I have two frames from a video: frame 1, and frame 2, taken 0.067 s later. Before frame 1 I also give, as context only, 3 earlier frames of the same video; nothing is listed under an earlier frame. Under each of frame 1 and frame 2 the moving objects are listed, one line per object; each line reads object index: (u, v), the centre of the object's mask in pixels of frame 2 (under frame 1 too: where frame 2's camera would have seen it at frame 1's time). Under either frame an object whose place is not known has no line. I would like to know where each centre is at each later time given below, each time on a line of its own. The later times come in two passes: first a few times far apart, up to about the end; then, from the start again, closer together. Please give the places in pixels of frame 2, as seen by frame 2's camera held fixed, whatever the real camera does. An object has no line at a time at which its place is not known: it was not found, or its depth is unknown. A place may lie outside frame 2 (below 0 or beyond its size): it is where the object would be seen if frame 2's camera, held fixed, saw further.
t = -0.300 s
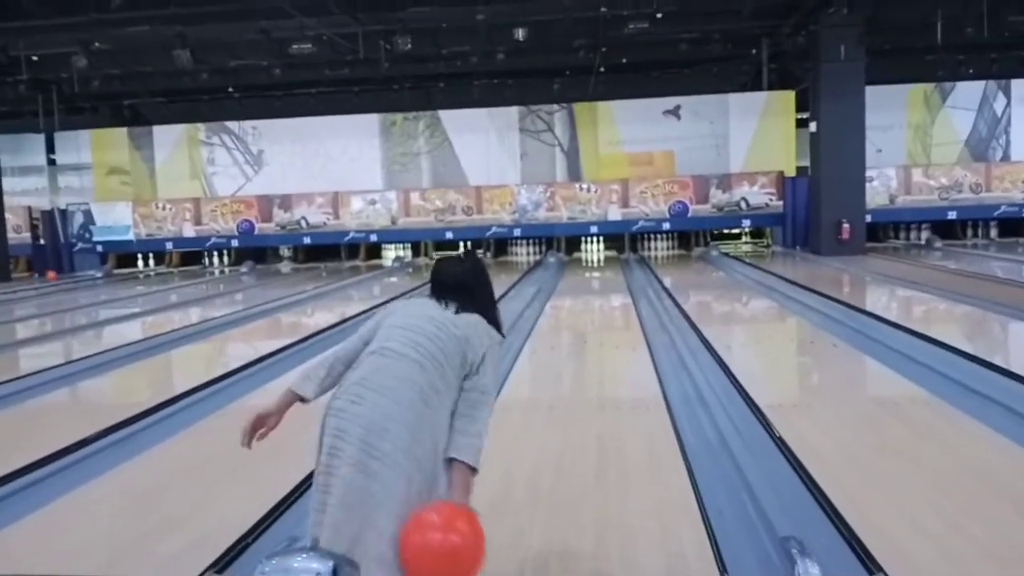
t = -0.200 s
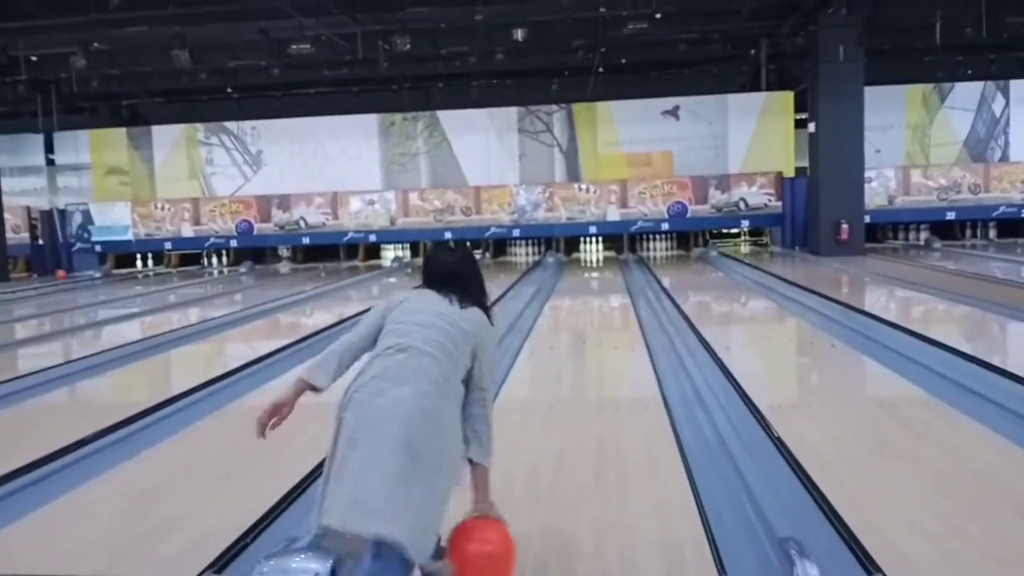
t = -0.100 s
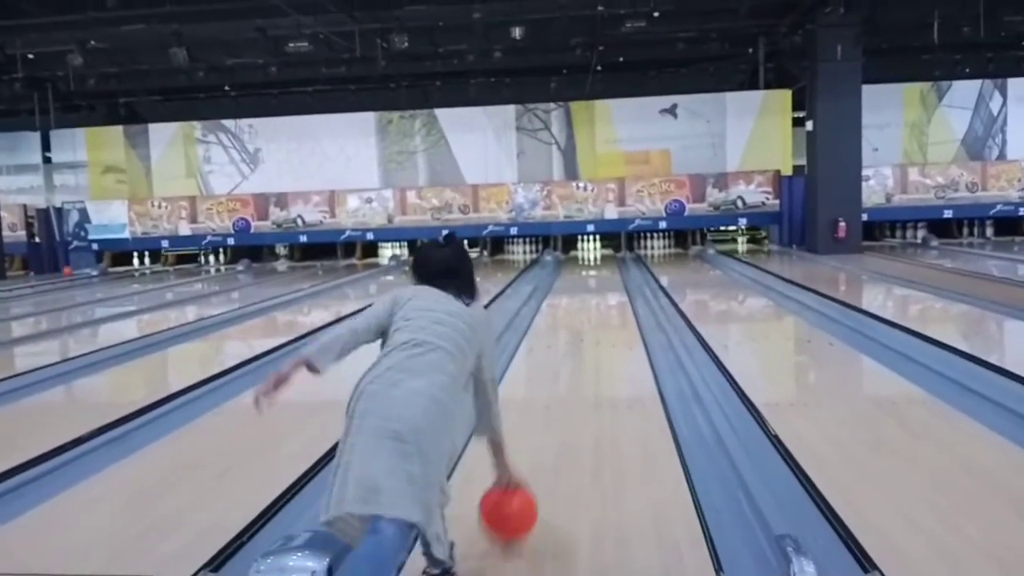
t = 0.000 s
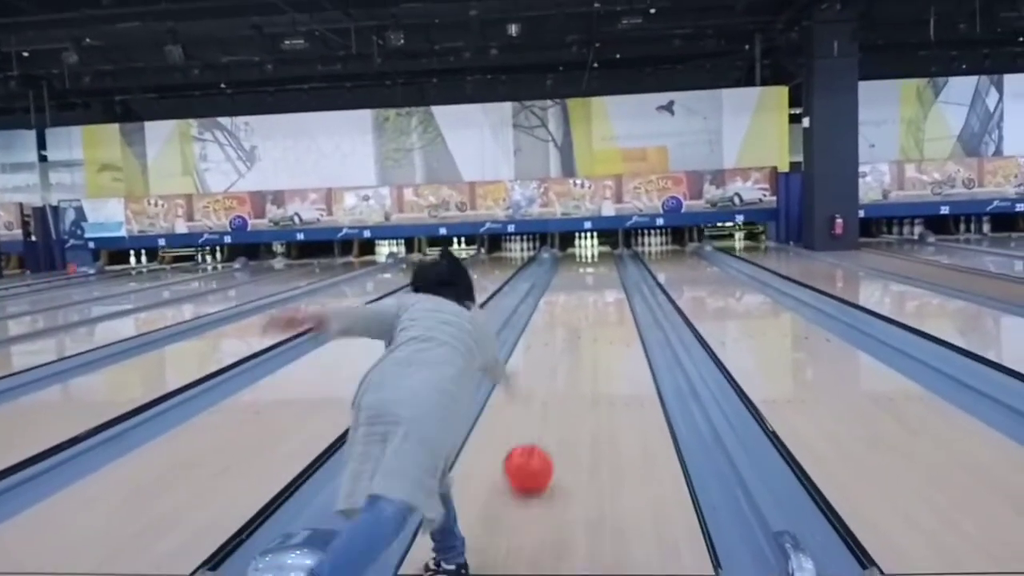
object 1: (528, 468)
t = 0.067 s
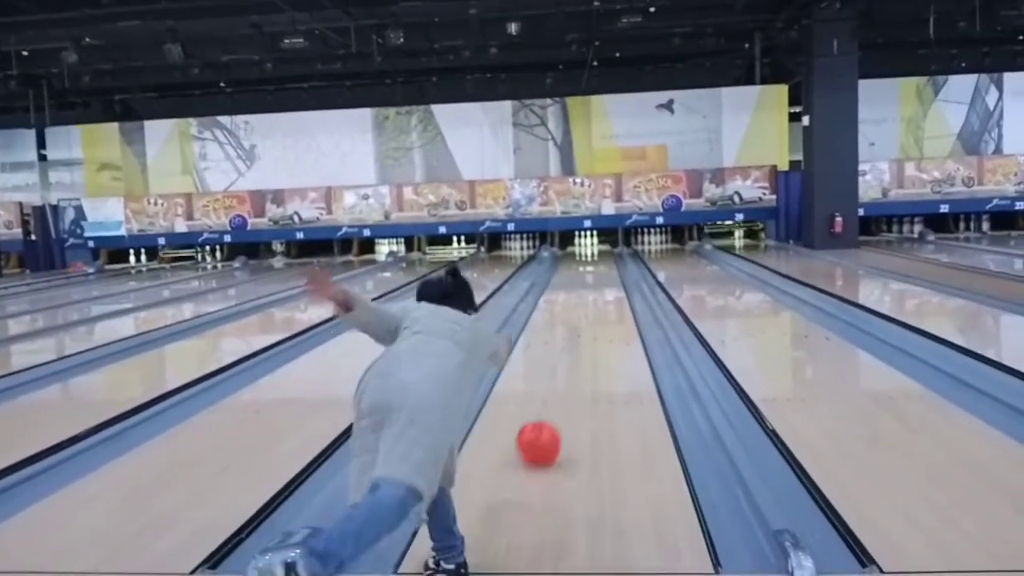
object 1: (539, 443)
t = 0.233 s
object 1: (558, 395)
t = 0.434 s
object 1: (574, 359)
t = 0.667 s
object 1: (586, 331)
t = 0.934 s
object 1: (596, 309)
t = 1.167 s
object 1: (601, 295)
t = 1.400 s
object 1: (605, 285)
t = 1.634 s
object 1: (609, 278)
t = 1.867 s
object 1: (612, 271)
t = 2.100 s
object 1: (615, 264)
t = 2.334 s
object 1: (617, 261)
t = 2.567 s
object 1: (621, 259)
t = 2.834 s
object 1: (619, 254)
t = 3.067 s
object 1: (619, 252)
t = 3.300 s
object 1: (618, 250)
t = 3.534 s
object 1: (618, 248)
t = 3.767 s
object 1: (615, 246)
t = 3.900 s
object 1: (615, 243)
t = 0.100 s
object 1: (543, 433)
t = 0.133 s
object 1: (548, 422)
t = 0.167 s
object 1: (551, 413)
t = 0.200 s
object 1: (555, 404)
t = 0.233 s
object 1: (558, 395)
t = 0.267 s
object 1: (561, 388)
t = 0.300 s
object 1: (564, 381)
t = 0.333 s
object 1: (567, 375)
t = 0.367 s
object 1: (569, 370)
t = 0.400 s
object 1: (572, 364)
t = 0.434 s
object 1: (574, 359)
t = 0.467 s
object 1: (576, 354)
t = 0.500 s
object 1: (578, 350)
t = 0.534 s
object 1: (579, 346)
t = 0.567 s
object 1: (581, 342)
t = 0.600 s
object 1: (583, 338)
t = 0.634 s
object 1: (584, 334)
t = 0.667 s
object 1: (586, 331)
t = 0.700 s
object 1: (587, 327)
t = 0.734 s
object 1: (589, 325)
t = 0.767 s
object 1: (590, 322)
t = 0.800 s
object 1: (591, 318)
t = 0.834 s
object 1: (592, 316)
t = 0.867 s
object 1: (593, 313)
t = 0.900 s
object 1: (595, 311)
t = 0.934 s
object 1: (596, 309)
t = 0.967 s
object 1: (597, 307)
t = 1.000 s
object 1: (597, 305)
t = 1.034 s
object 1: (598, 303)
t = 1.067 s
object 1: (598, 301)
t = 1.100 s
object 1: (599, 299)
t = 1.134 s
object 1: (600, 296)
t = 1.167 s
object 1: (601, 295)
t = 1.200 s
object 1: (602, 294)
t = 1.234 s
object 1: (602, 292)
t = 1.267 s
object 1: (603, 290)
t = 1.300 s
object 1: (604, 289)
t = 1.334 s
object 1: (604, 287)
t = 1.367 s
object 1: (605, 286)
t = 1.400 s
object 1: (605, 285)
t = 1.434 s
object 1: (606, 283)
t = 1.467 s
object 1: (607, 282)
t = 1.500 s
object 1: (607, 281)
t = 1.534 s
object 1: (607, 281)
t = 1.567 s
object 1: (608, 279)
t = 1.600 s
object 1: (609, 279)
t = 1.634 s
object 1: (609, 278)
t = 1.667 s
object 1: (610, 277)
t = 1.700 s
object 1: (610, 275)
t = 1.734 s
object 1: (611, 273)
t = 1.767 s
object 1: (612, 272)
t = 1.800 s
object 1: (612, 271)
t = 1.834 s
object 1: (612, 271)
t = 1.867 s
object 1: (612, 271)
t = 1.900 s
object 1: (612, 269)
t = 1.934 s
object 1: (613, 269)
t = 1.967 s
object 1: (614, 267)
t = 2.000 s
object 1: (614, 267)
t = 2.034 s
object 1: (615, 264)
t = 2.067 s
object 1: (615, 264)
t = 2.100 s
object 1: (615, 264)
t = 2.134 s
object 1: (615, 263)
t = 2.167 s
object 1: (615, 263)
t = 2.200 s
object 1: (615, 263)
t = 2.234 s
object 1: (615, 262)
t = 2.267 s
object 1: (616, 262)
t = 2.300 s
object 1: (616, 261)
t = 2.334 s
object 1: (617, 261)
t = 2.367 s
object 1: (618, 259)
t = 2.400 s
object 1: (618, 259)
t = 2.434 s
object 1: (619, 259)
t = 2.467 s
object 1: (620, 258)
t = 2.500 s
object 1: (620, 259)
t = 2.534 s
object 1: (621, 258)
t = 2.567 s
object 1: (621, 259)
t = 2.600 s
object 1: (621, 258)
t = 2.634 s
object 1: (620, 257)
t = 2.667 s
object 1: (620, 257)
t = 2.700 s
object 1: (620, 256)
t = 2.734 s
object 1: (620, 255)
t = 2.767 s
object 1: (620, 255)
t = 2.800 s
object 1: (619, 255)
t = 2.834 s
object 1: (619, 254)
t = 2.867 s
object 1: (620, 253)
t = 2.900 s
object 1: (619, 254)
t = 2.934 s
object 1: (620, 254)
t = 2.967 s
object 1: (620, 254)
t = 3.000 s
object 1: (620, 253)
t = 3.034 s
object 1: (620, 253)
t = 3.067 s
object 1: (619, 252)
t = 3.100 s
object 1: (619, 252)
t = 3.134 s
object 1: (618, 251)
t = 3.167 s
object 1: (619, 251)
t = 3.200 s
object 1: (619, 251)
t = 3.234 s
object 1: (619, 251)
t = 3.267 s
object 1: (618, 250)
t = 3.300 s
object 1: (618, 250)
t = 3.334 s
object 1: (618, 250)
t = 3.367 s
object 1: (618, 249)
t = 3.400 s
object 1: (618, 249)
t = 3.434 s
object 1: (618, 248)
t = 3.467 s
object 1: (617, 248)
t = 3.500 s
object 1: (617, 247)
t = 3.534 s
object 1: (618, 248)
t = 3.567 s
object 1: (618, 248)
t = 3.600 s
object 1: (617, 245)
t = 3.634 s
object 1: (617, 245)
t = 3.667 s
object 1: (617, 247)
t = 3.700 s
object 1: (616, 247)
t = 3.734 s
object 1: (615, 247)
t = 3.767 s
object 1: (615, 246)
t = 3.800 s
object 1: (615, 246)
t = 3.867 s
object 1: (615, 245)
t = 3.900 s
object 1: (615, 243)
